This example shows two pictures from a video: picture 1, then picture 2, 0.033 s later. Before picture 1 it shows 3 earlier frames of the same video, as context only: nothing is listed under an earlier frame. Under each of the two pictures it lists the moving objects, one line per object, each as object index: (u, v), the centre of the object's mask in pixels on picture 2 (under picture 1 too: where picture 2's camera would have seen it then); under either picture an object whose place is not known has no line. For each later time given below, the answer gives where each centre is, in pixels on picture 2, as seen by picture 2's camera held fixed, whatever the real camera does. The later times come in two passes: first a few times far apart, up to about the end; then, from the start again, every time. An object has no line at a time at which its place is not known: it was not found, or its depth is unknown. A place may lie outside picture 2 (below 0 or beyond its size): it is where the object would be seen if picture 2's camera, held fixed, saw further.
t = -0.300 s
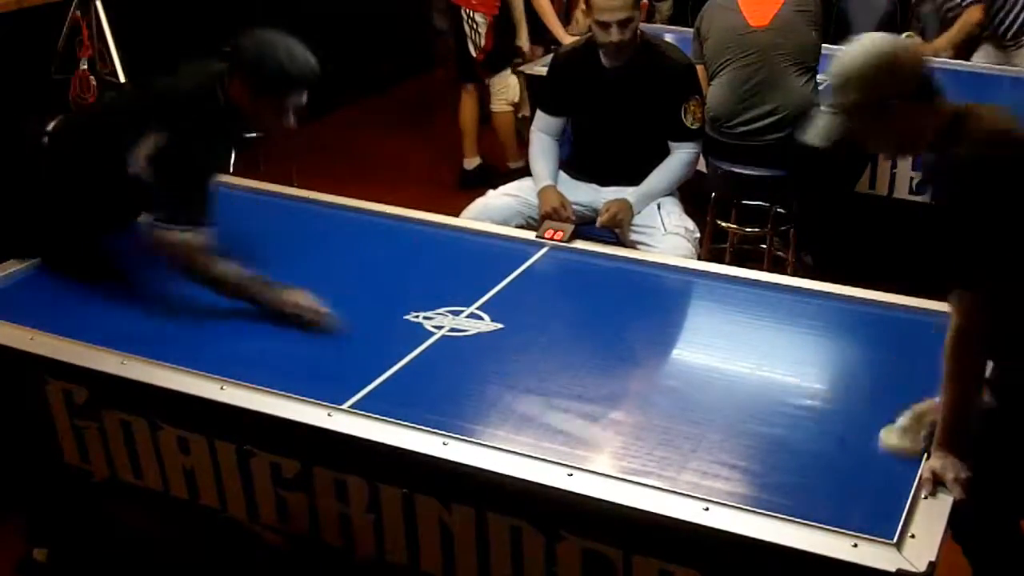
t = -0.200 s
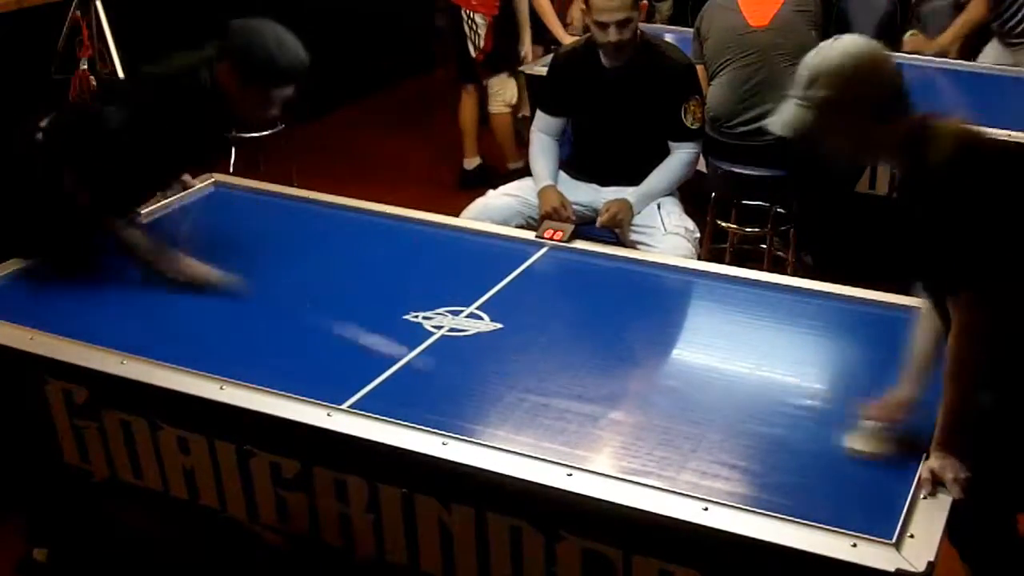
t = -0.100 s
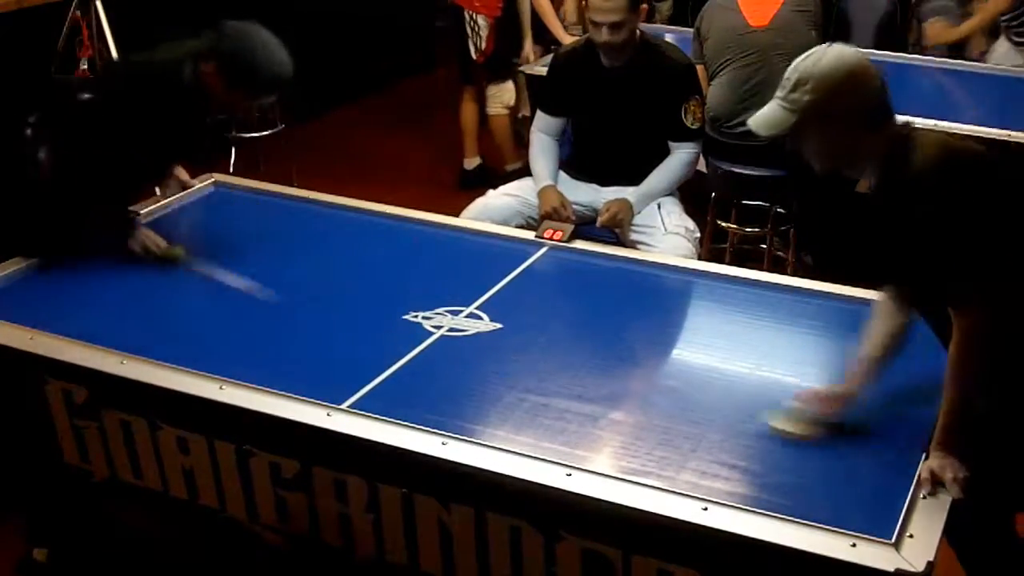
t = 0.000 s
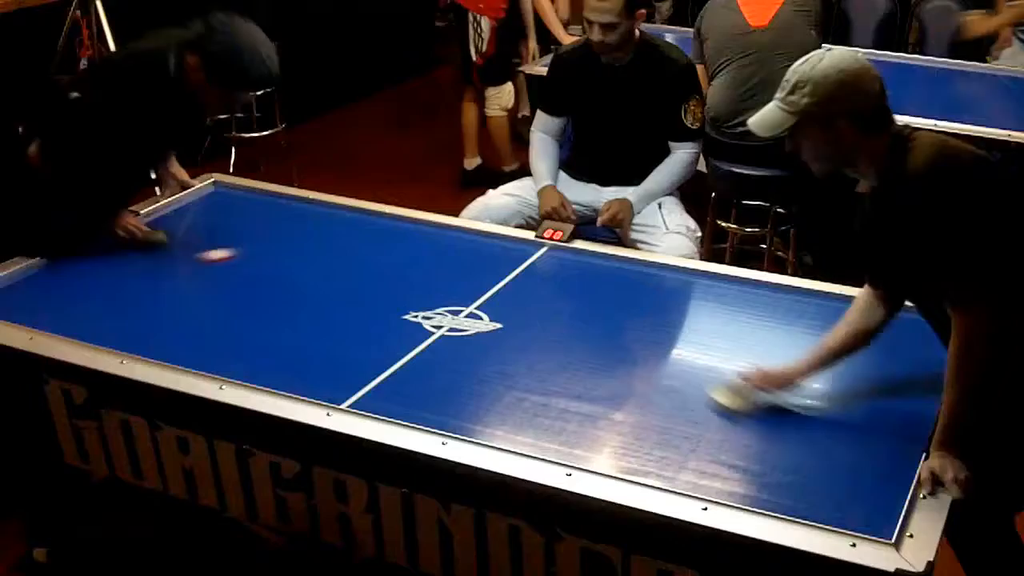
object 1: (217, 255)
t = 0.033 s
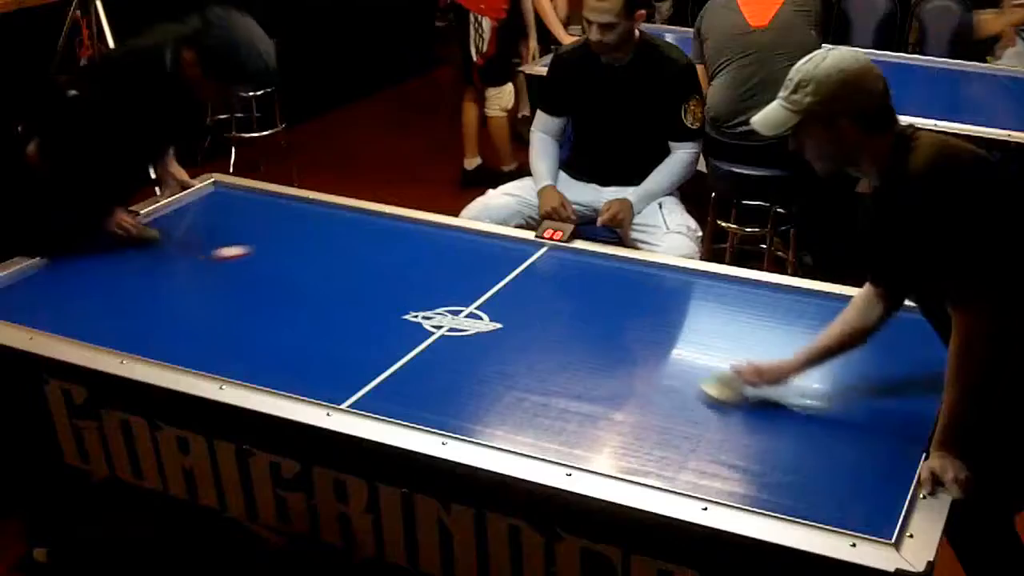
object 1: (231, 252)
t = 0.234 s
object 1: (310, 236)
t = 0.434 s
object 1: (380, 223)
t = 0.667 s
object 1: (404, 256)
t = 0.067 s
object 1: (244, 250)
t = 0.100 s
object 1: (257, 247)
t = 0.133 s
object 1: (270, 244)
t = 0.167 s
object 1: (283, 241)
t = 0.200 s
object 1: (297, 239)
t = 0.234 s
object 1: (310, 236)
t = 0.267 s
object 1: (323, 233)
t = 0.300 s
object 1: (335, 231)
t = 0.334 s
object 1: (347, 228)
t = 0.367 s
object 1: (359, 226)
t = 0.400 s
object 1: (370, 223)
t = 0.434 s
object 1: (380, 223)
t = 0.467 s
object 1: (384, 226)
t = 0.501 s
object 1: (388, 231)
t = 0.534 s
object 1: (392, 236)
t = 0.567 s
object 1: (394, 241)
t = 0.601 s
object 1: (398, 246)
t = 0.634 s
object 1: (401, 251)
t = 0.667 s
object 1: (404, 256)
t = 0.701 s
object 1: (407, 262)
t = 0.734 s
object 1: (411, 267)
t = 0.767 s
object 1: (413, 273)
